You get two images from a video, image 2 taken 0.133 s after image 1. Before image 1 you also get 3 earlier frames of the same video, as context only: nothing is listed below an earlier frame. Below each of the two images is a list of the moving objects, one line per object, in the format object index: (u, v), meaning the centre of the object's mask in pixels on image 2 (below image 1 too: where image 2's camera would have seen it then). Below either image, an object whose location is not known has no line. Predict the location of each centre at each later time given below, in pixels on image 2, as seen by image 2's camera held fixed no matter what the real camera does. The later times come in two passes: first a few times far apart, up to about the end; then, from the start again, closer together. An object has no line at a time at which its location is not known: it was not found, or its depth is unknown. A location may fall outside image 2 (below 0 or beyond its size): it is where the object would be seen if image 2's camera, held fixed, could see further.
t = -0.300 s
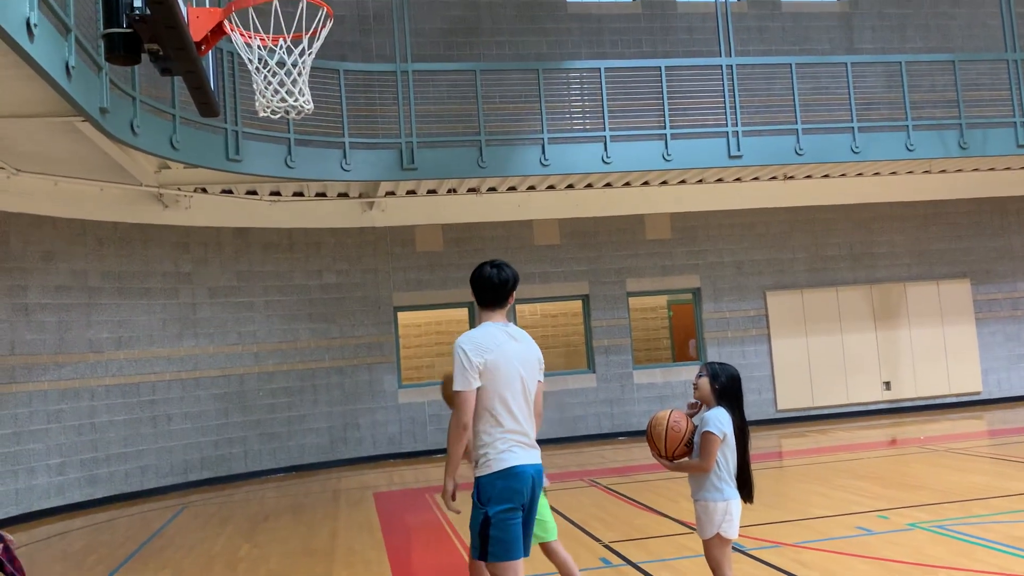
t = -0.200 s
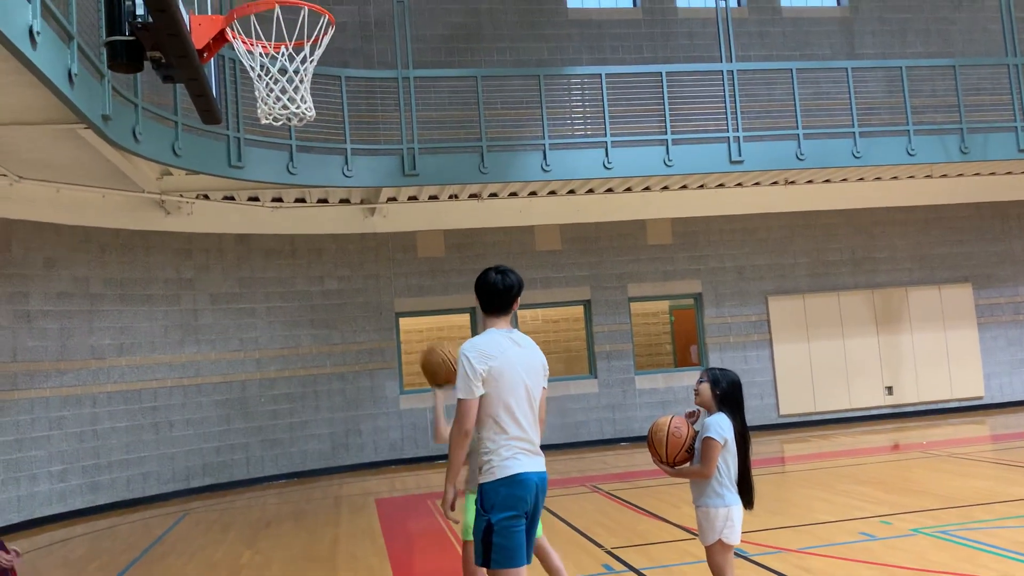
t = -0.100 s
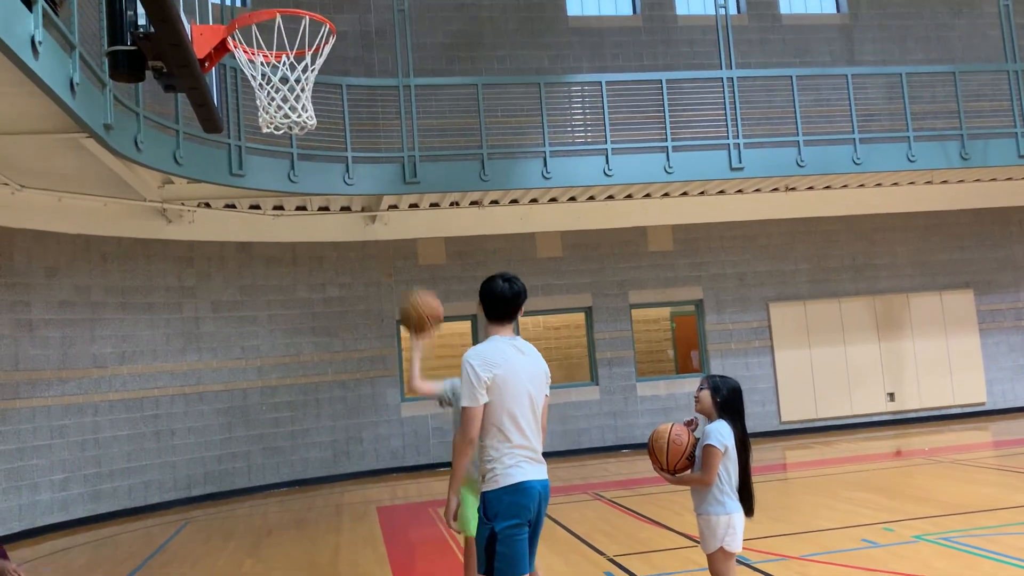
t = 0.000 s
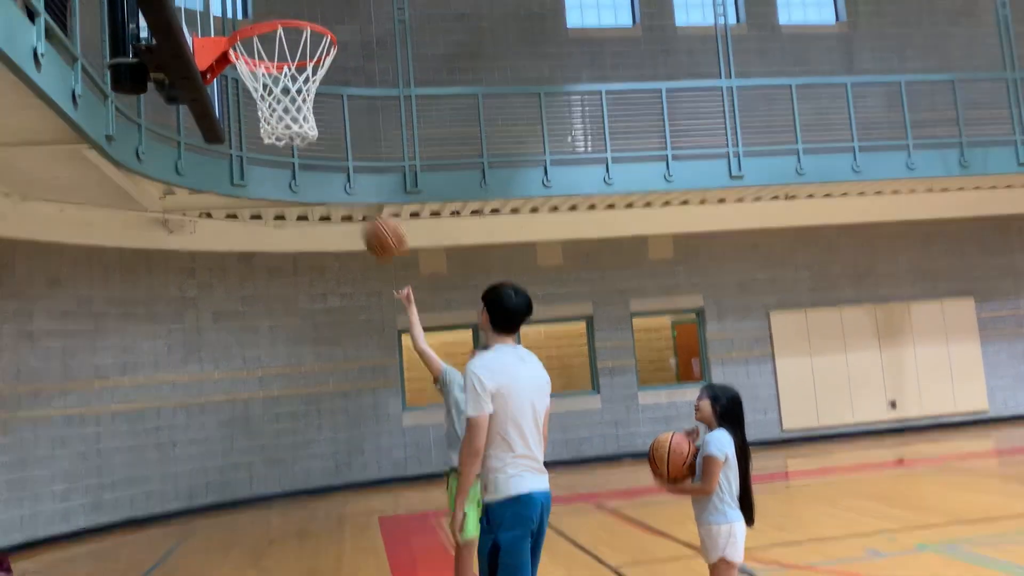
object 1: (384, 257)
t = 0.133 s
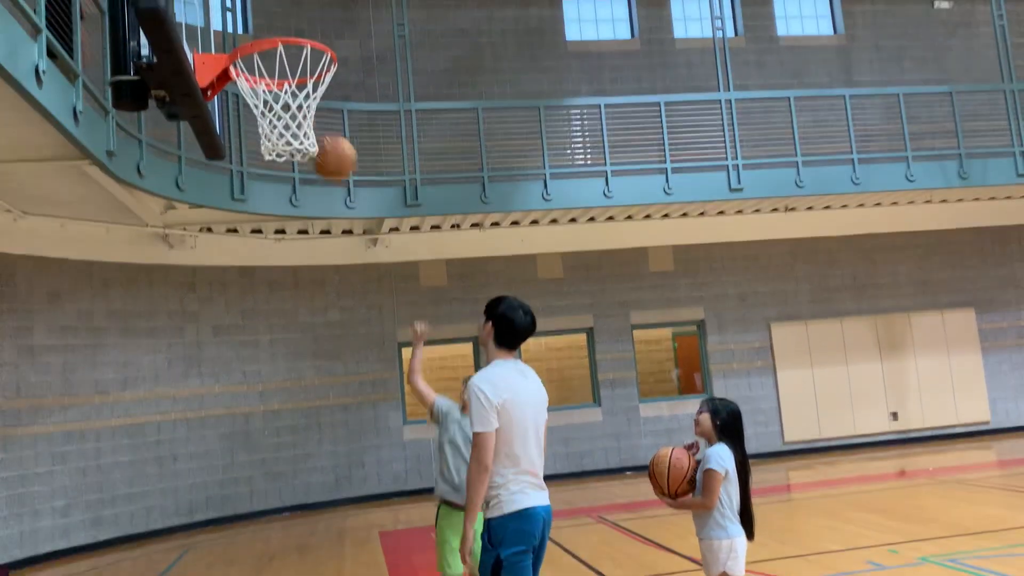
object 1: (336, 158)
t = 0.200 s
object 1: (322, 123)
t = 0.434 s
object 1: (237, 47)
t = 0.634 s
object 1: (296, 73)
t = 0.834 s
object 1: (362, 189)
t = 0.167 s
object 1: (328, 139)
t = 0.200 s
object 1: (322, 123)
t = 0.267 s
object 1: (285, 93)
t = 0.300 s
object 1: (275, 69)
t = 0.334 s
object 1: (261, 65)
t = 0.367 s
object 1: (251, 59)
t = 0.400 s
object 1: (235, 48)
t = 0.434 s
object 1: (237, 47)
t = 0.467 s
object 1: (251, 53)
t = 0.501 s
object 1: (258, 57)
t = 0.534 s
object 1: (268, 62)
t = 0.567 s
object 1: (276, 62)
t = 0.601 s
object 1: (284, 65)
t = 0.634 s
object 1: (296, 73)
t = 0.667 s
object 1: (323, 104)
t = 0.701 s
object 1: (326, 114)
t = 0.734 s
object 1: (331, 127)
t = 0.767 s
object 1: (339, 147)
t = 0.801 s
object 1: (351, 167)
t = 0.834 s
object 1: (362, 189)
